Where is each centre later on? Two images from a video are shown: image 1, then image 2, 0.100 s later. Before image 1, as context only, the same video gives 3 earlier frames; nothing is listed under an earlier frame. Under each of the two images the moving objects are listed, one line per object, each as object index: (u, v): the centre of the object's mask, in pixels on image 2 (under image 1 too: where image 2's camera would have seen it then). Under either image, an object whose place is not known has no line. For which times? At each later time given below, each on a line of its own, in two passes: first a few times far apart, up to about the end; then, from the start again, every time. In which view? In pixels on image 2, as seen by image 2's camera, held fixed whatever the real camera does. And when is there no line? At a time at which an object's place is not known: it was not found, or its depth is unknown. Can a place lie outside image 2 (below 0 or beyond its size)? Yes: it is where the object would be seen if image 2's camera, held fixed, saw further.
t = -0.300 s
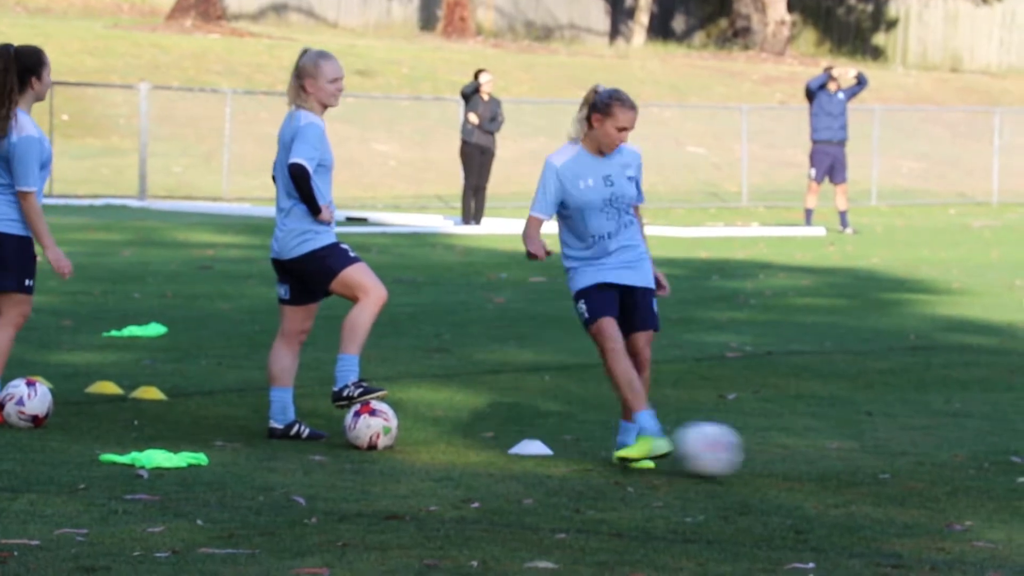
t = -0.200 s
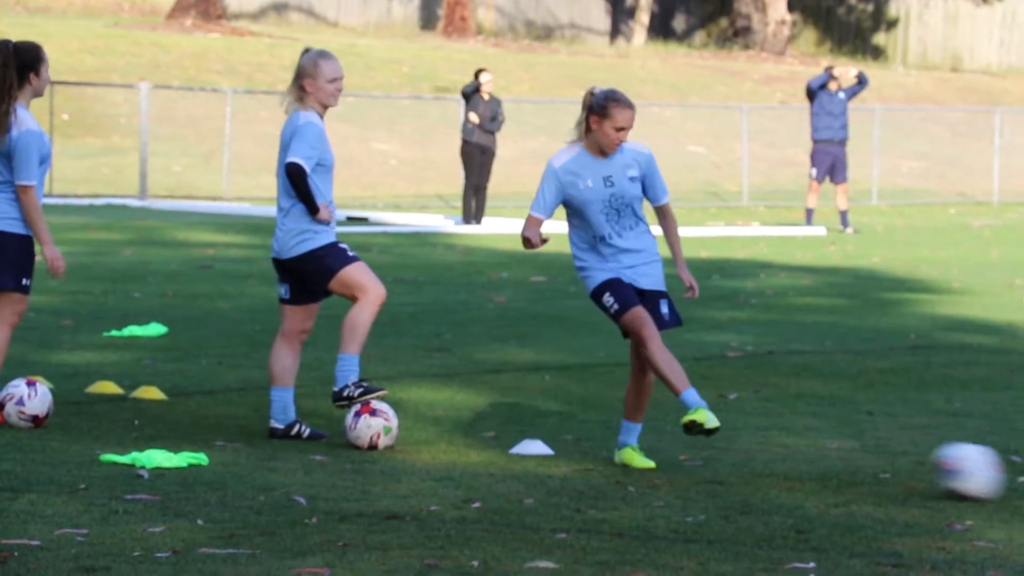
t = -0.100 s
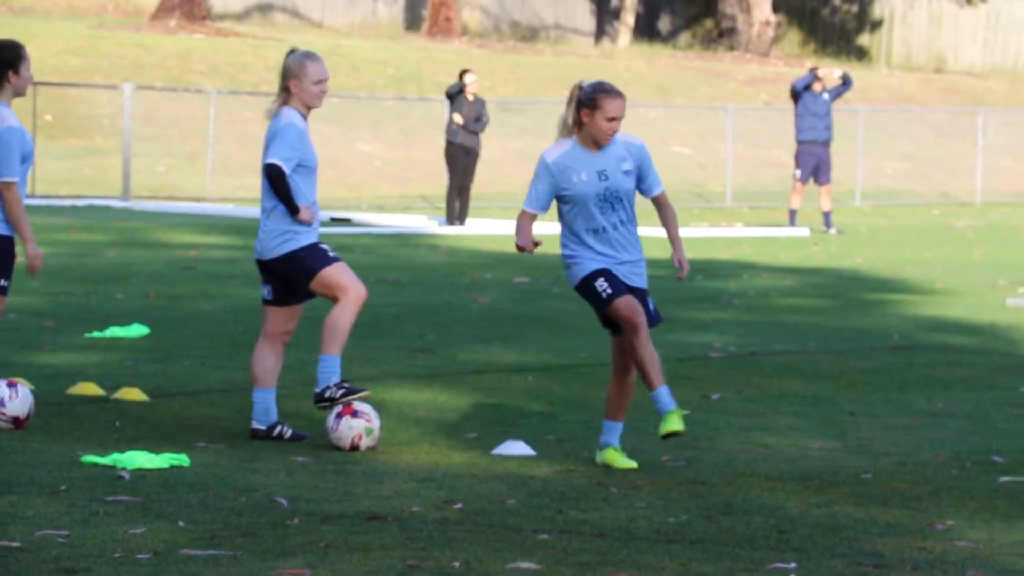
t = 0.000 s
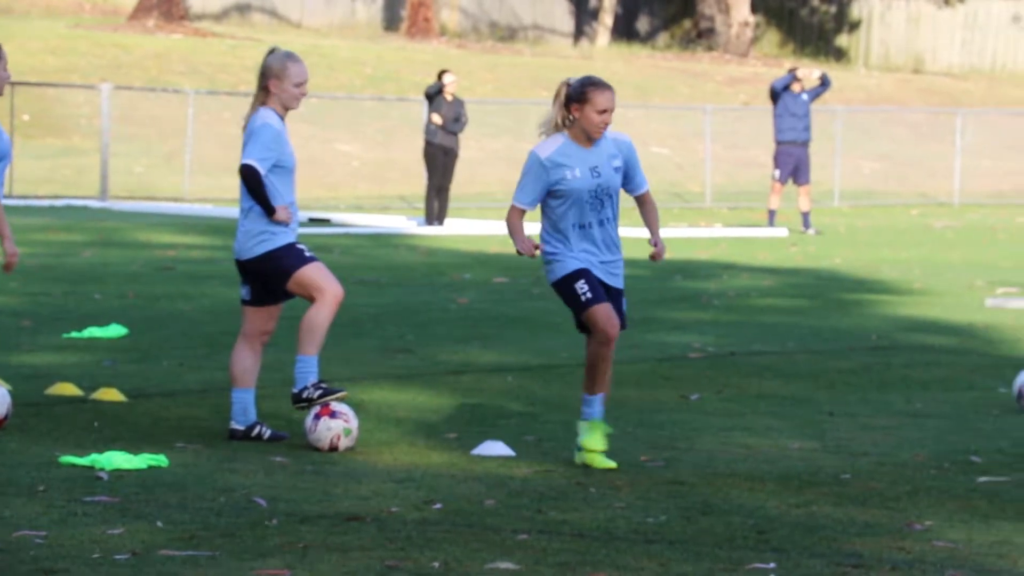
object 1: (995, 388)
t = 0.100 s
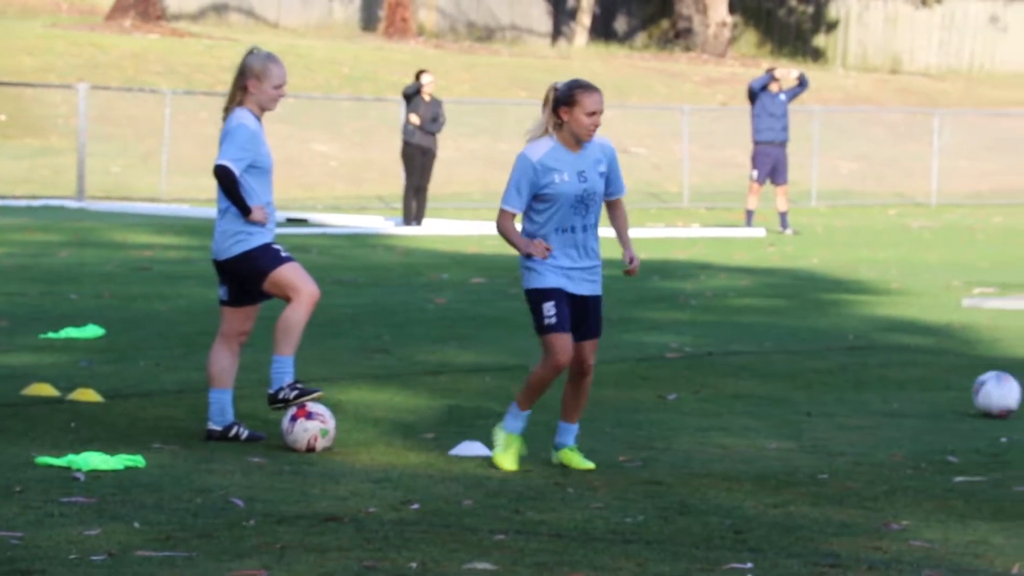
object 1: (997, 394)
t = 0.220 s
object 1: (973, 403)
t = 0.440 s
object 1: (930, 415)
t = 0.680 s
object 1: (881, 433)
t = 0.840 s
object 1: (846, 443)
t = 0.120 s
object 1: (992, 395)
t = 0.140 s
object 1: (988, 396)
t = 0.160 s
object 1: (985, 397)
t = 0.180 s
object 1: (982, 398)
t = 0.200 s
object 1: (977, 401)
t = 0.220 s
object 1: (973, 403)
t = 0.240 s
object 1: (970, 403)
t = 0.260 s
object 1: (967, 403)
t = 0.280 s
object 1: (962, 403)
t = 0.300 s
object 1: (958, 404)
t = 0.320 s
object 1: (954, 405)
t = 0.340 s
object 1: (950, 408)
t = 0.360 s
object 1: (946, 411)
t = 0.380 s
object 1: (942, 414)
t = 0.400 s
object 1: (937, 414)
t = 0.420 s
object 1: (934, 414)
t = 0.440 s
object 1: (930, 415)
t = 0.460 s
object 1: (926, 415)
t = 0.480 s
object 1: (922, 417)
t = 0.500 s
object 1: (919, 419)
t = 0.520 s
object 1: (914, 421)
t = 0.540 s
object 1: (910, 423)
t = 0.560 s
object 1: (906, 423)
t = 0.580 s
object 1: (902, 424)
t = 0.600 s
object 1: (898, 425)
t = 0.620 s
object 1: (893, 426)
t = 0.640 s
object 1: (889, 429)
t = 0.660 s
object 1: (884, 431)
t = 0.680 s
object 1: (881, 433)
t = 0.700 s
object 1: (876, 434)
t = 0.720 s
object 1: (872, 433)
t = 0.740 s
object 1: (868, 434)
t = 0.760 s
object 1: (864, 436)
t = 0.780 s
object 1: (859, 438)
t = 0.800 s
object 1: (854, 441)
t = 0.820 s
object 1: (850, 443)
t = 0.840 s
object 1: (846, 443)
